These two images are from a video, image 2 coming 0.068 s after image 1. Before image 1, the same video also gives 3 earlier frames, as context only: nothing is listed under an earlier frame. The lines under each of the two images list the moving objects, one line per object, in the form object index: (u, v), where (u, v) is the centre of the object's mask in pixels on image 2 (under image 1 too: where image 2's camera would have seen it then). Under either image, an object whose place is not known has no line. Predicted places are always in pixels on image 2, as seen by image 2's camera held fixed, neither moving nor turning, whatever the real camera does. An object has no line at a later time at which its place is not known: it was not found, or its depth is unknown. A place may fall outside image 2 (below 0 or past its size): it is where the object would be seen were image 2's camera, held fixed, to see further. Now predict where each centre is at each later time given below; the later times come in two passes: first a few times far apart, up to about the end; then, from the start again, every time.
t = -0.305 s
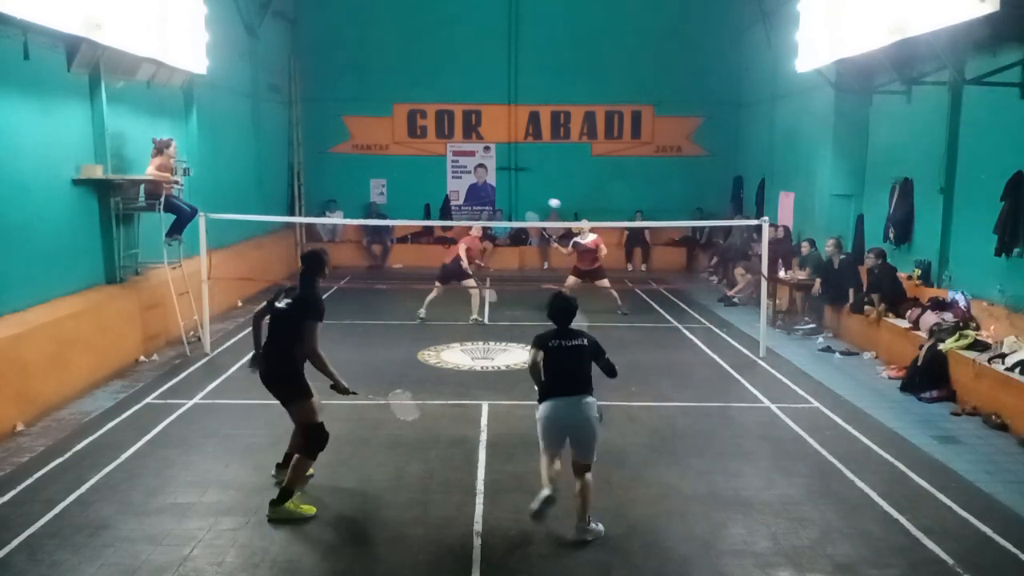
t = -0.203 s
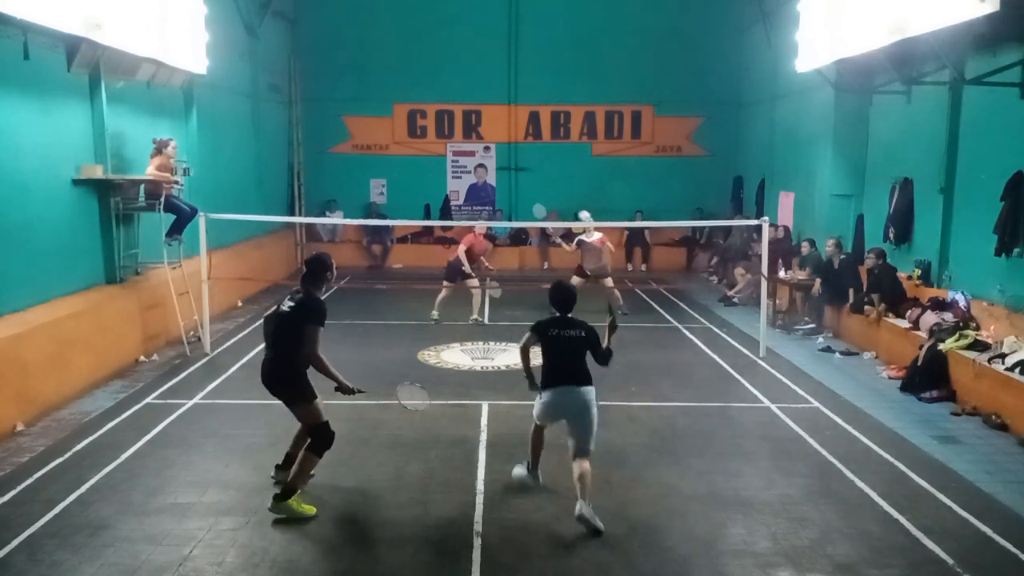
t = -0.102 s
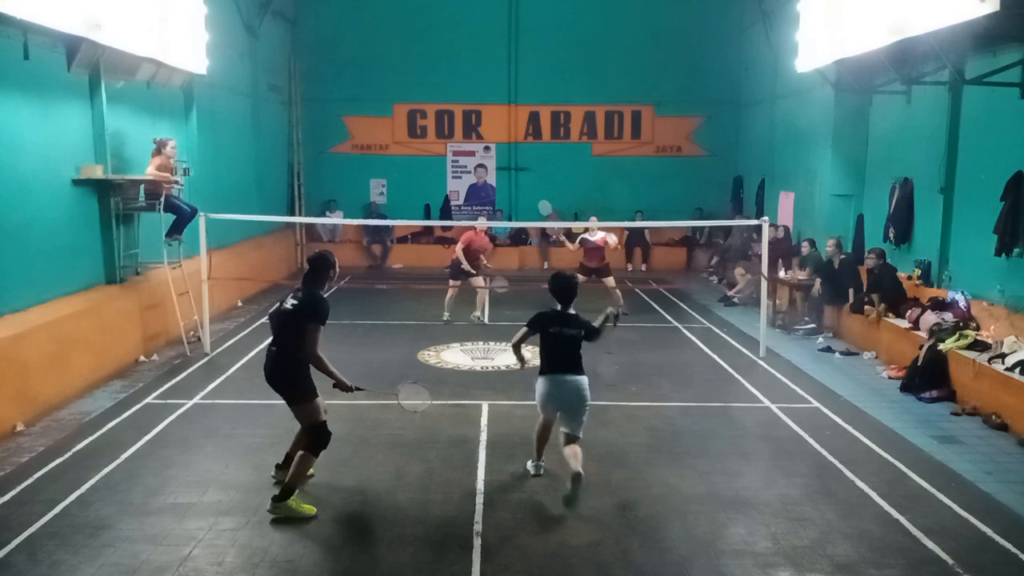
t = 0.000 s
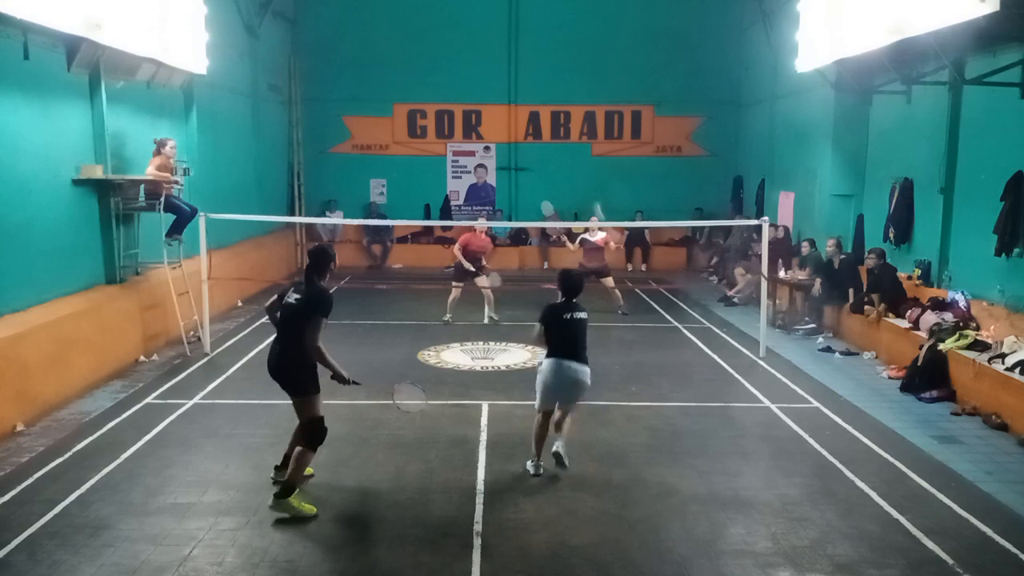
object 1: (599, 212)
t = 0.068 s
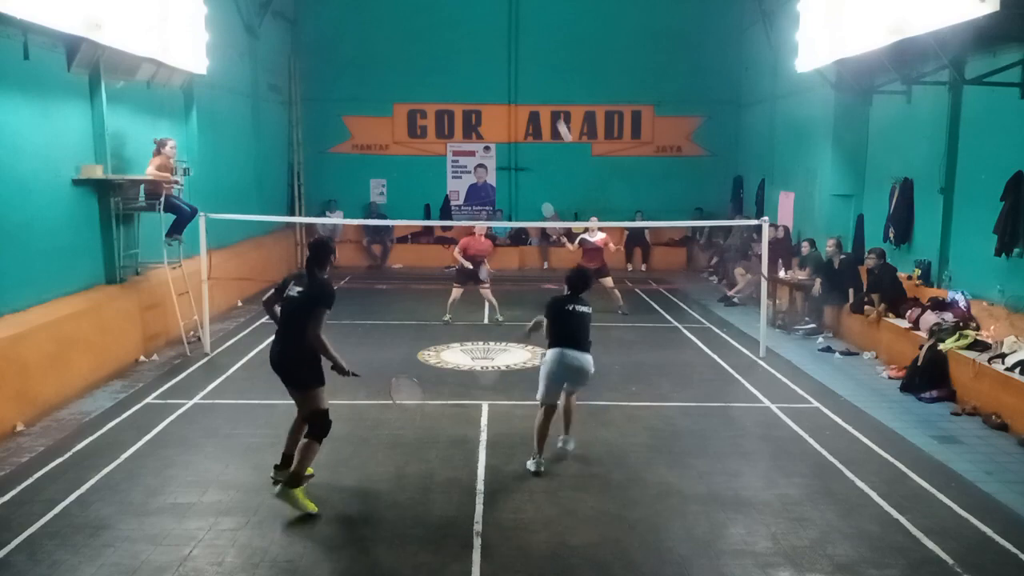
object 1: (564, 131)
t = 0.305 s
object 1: (514, 46)
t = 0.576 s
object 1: (494, 51)
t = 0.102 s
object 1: (551, 106)
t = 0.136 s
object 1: (542, 87)
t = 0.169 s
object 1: (535, 74)
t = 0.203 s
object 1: (529, 63)
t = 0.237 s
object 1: (523, 55)
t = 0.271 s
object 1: (518, 50)
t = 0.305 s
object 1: (514, 46)
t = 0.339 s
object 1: (511, 43)
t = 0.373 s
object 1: (508, 42)
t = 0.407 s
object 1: (505, 41)
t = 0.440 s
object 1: (503, 41)
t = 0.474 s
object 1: (501, 42)
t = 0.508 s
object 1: (498, 44)
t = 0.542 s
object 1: (496, 47)
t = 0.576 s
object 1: (494, 51)
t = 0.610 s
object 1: (492, 55)
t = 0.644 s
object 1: (491, 60)
